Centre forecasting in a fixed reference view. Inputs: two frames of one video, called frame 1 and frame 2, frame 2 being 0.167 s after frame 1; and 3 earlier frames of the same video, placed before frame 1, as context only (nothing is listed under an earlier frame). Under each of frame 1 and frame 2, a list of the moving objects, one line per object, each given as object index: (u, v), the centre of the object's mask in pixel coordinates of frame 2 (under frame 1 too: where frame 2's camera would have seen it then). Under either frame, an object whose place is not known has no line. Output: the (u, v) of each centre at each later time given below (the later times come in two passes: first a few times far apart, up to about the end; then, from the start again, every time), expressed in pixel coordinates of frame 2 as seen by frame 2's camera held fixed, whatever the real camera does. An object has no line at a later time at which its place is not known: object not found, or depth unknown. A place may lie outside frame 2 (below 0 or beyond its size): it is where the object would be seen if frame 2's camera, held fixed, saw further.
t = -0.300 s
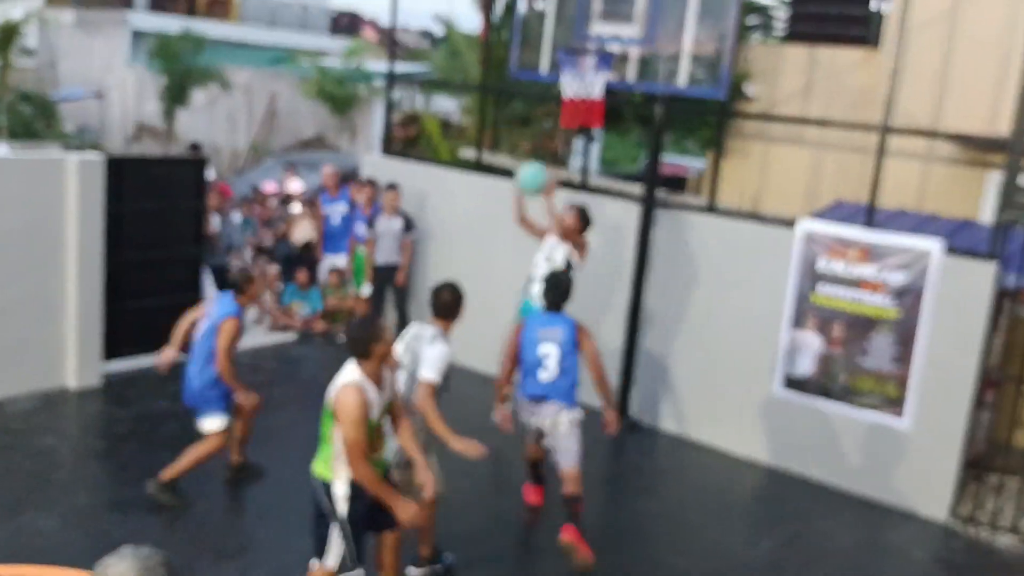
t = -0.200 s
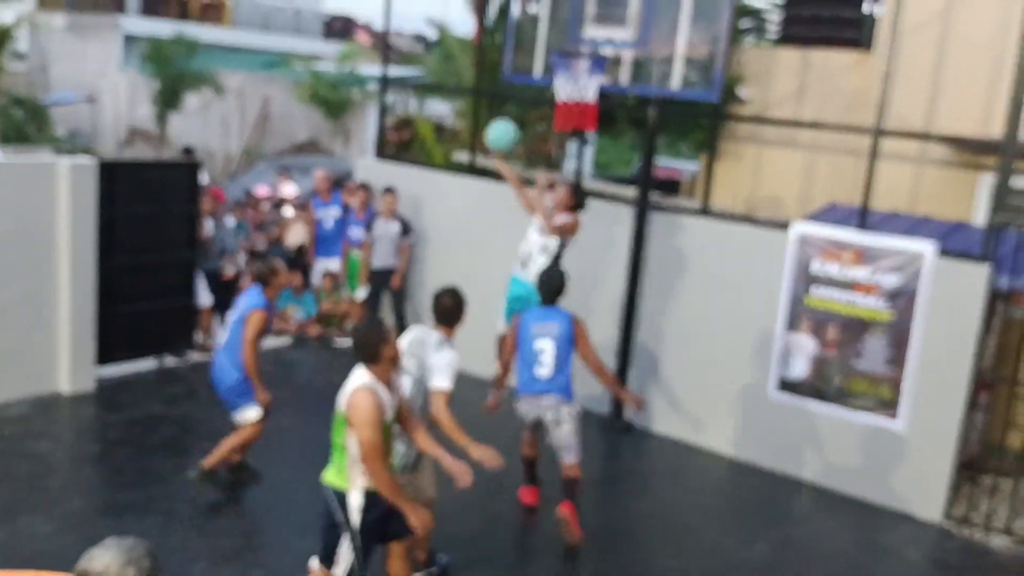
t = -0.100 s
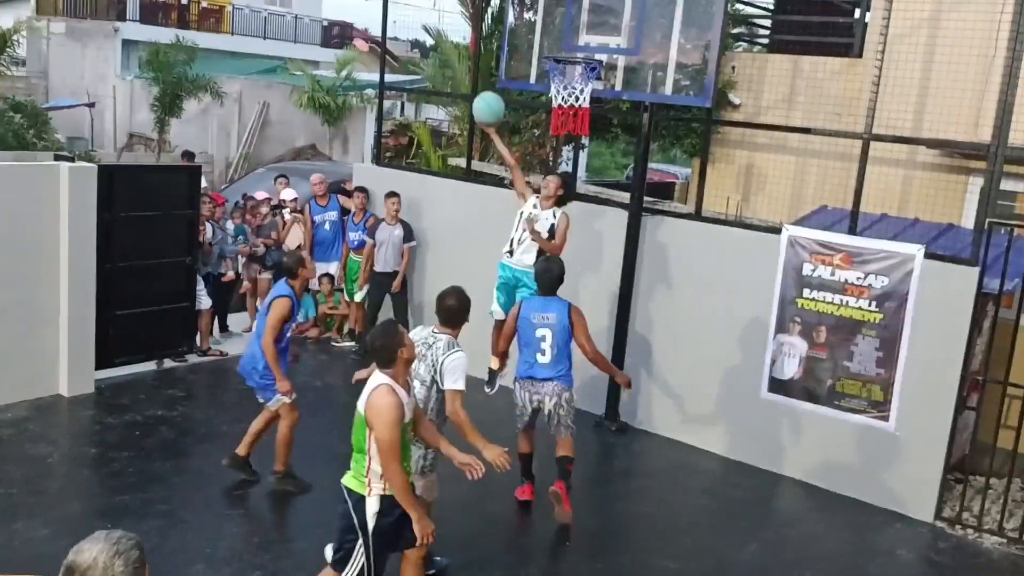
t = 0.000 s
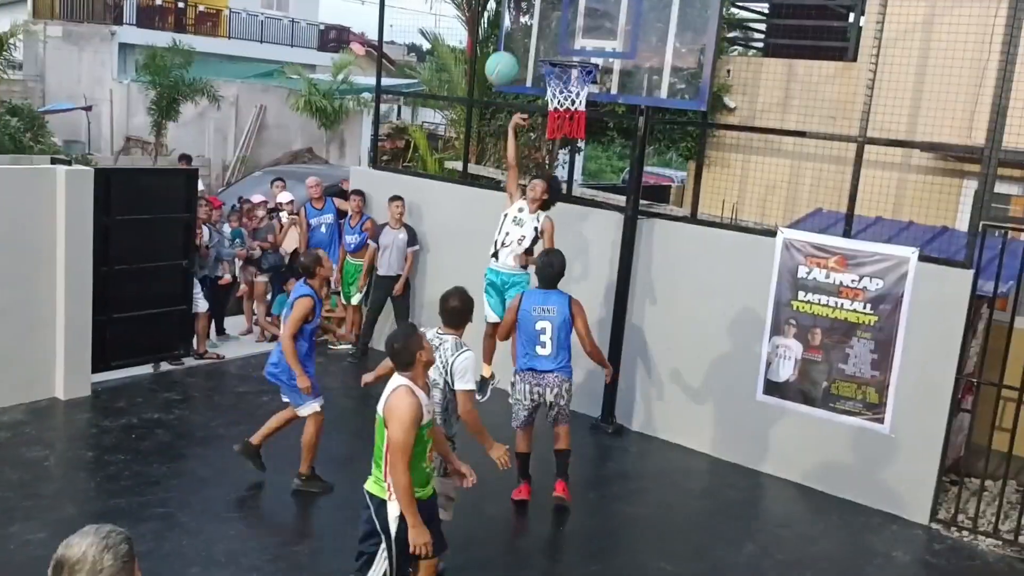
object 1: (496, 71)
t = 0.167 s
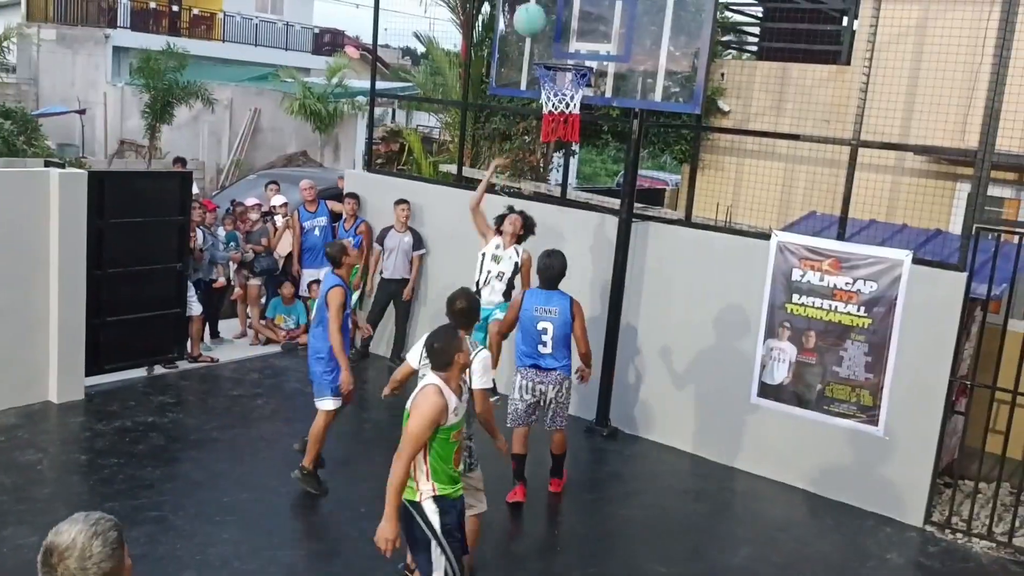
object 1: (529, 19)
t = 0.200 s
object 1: (536, 14)
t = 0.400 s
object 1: (557, 12)
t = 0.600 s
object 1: (558, 63)
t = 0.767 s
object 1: (554, 135)
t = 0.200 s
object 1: (536, 14)
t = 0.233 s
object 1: (542, 12)
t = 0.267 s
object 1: (548, 10)
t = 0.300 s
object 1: (554, 9)
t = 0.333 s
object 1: (556, 10)
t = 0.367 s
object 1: (557, 11)
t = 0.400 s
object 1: (557, 12)
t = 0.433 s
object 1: (557, 15)
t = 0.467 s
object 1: (558, 22)
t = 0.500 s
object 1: (558, 30)
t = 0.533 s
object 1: (558, 39)
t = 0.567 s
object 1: (558, 49)
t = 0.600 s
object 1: (558, 63)
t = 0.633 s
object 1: (558, 76)
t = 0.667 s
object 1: (555, 94)
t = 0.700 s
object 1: (555, 108)
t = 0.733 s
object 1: (554, 123)
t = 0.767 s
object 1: (554, 135)
